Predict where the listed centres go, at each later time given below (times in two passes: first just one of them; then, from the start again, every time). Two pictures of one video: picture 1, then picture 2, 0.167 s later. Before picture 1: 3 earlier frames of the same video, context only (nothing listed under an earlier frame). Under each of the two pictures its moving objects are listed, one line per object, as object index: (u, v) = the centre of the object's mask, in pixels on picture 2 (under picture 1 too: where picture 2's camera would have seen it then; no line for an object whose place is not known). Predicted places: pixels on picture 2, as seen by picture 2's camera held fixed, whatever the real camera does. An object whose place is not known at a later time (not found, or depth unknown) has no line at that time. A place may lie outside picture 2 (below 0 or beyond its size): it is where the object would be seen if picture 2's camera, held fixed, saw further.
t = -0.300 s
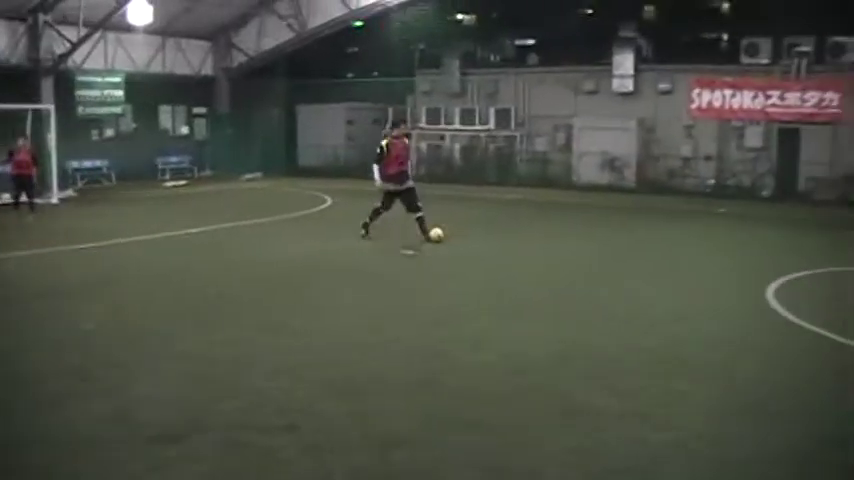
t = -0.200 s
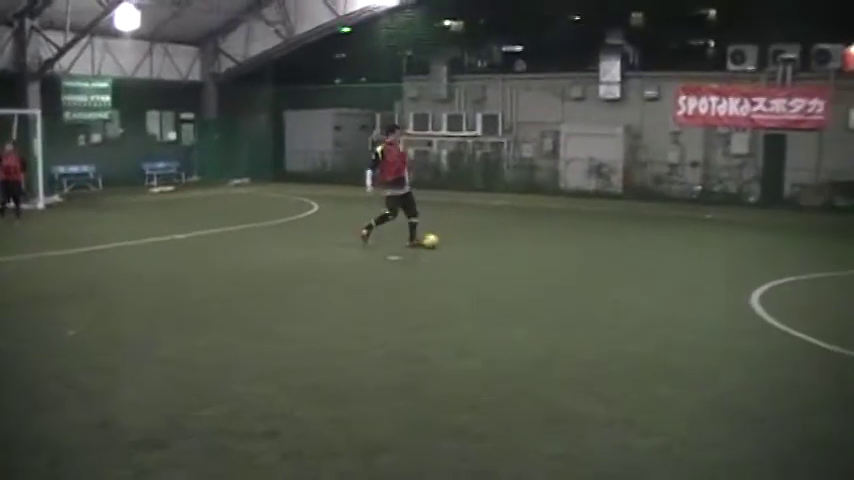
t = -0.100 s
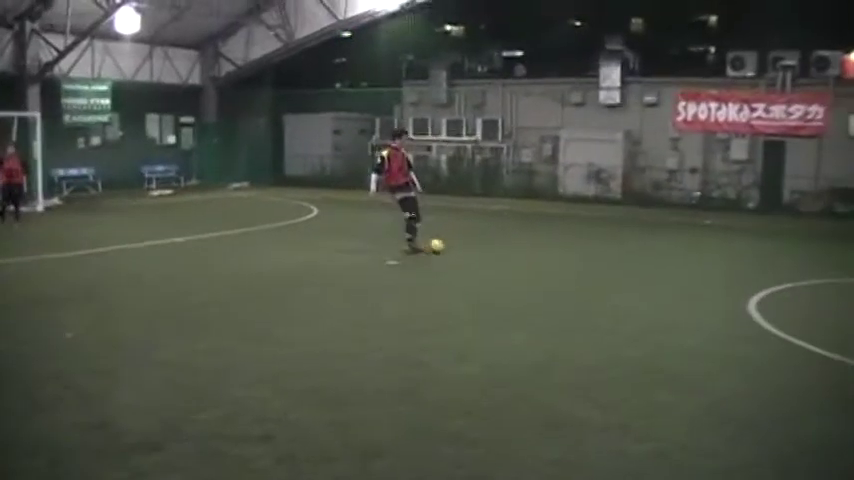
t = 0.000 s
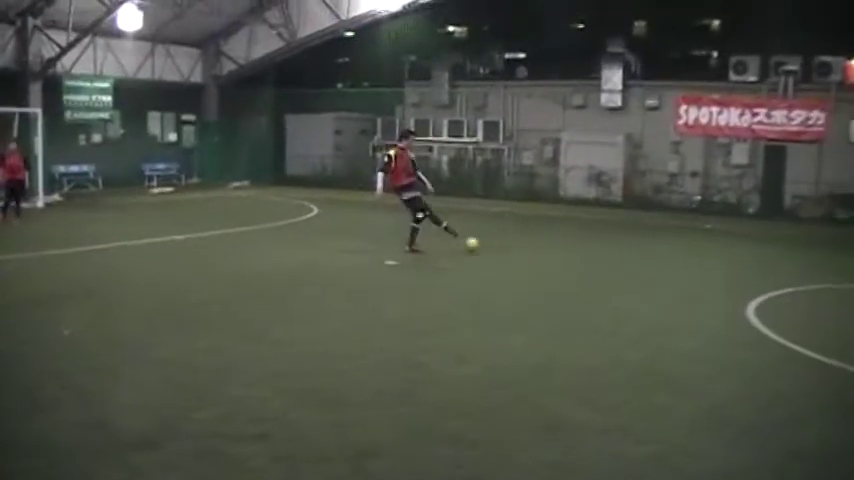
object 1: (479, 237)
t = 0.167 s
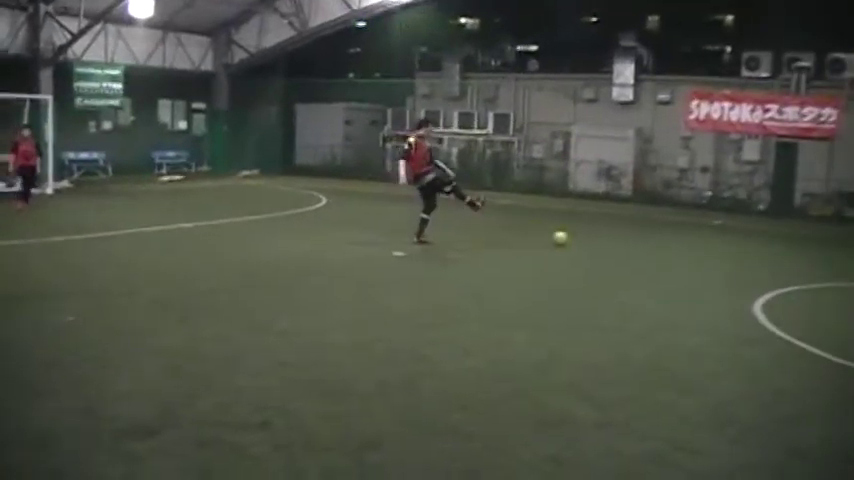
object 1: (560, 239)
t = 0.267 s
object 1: (599, 240)
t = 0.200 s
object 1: (573, 239)
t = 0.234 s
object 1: (586, 239)
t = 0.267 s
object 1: (599, 240)
